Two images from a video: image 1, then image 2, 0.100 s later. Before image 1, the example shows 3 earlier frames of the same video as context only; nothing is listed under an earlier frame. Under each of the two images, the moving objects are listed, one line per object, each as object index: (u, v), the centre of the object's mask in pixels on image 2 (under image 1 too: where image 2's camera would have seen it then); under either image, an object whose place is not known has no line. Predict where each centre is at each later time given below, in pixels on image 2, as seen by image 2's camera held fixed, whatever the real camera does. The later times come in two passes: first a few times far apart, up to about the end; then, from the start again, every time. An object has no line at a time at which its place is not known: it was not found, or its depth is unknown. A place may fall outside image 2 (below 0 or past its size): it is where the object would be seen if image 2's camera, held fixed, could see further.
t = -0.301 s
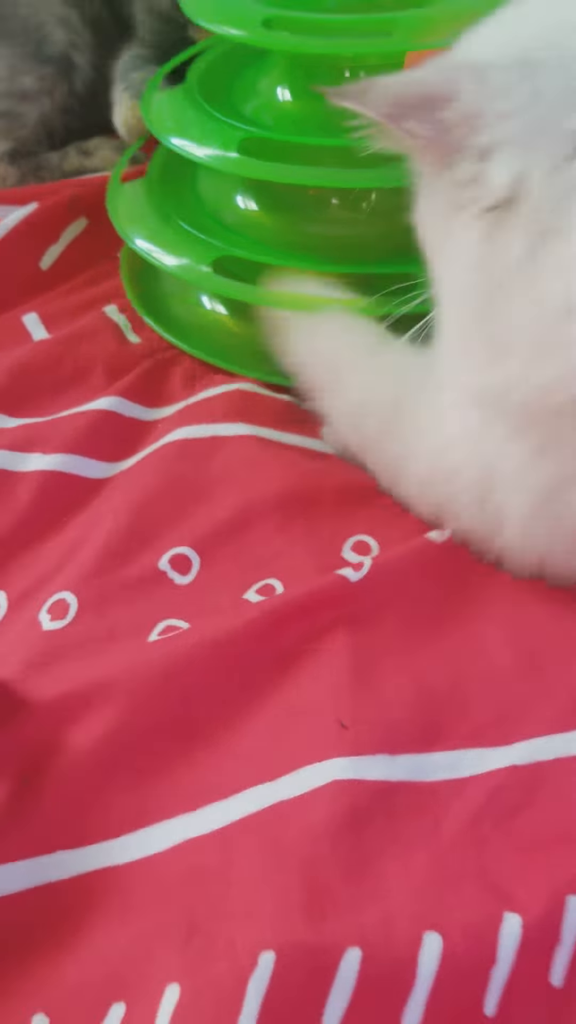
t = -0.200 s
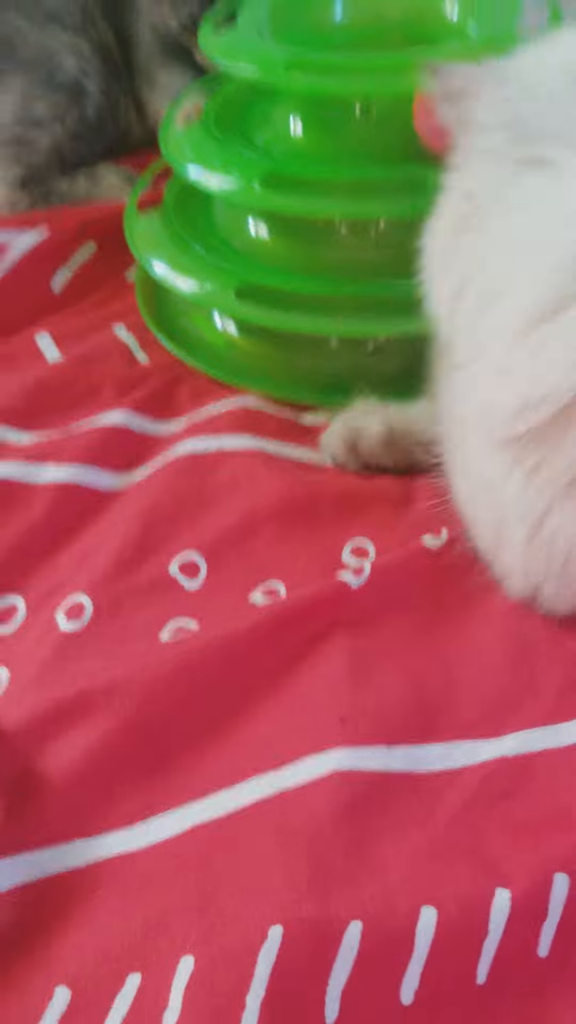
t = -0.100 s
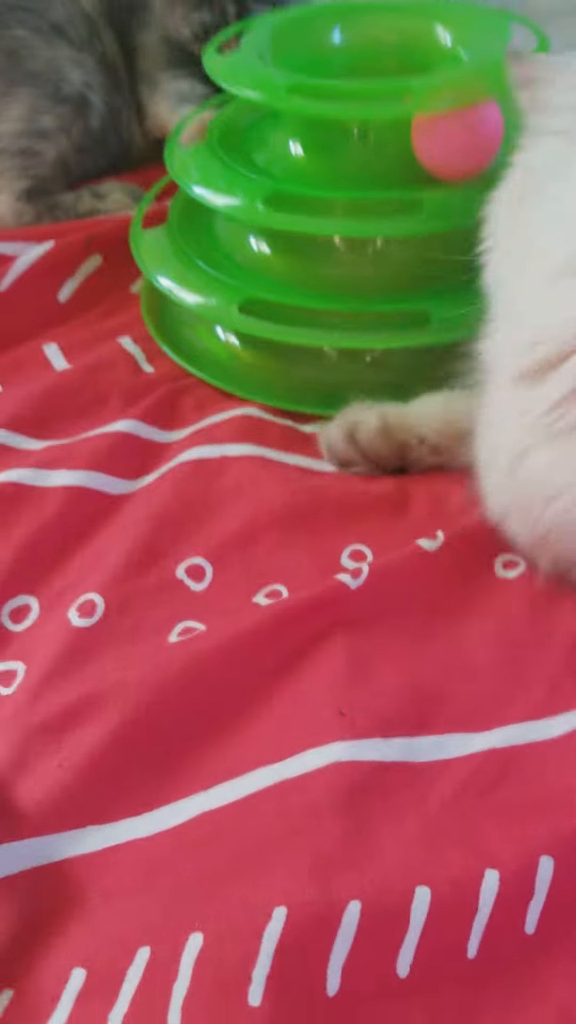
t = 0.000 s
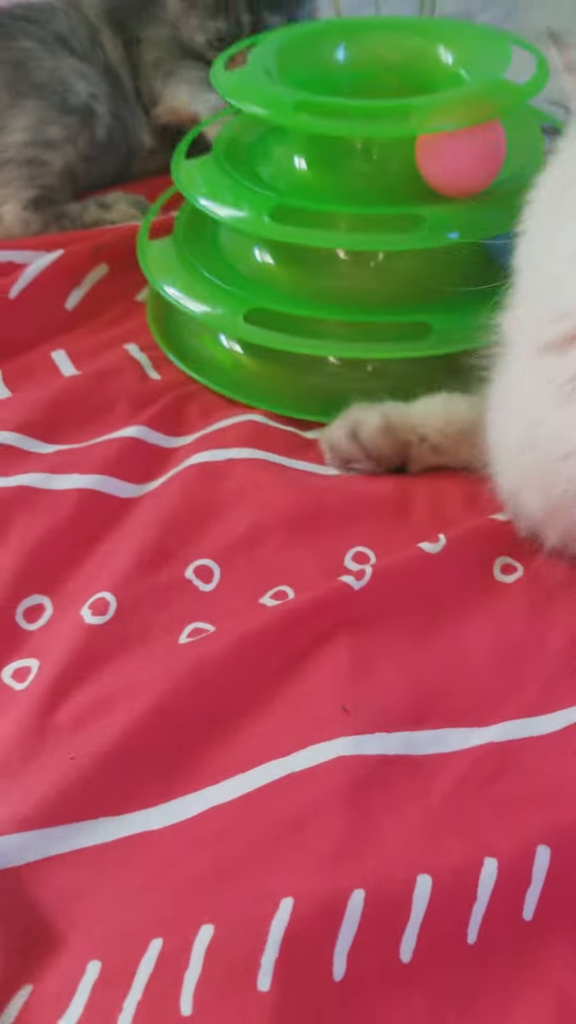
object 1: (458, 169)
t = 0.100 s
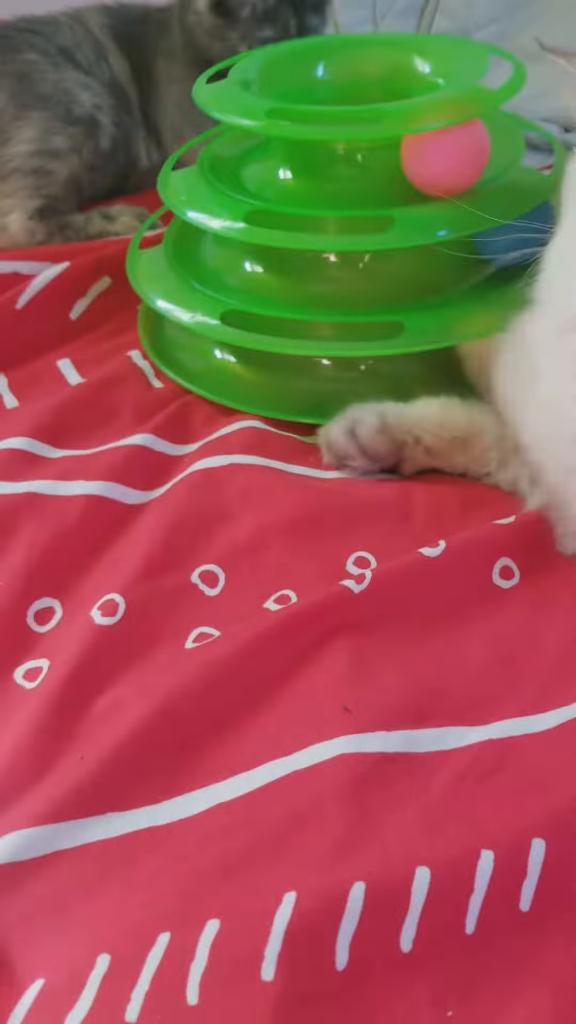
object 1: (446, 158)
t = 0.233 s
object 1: (442, 176)
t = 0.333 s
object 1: (437, 176)
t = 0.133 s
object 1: (440, 156)
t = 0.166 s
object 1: (438, 160)
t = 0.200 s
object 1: (440, 171)
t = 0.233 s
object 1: (442, 176)
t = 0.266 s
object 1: (439, 175)
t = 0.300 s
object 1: (438, 175)
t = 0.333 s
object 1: (437, 176)
